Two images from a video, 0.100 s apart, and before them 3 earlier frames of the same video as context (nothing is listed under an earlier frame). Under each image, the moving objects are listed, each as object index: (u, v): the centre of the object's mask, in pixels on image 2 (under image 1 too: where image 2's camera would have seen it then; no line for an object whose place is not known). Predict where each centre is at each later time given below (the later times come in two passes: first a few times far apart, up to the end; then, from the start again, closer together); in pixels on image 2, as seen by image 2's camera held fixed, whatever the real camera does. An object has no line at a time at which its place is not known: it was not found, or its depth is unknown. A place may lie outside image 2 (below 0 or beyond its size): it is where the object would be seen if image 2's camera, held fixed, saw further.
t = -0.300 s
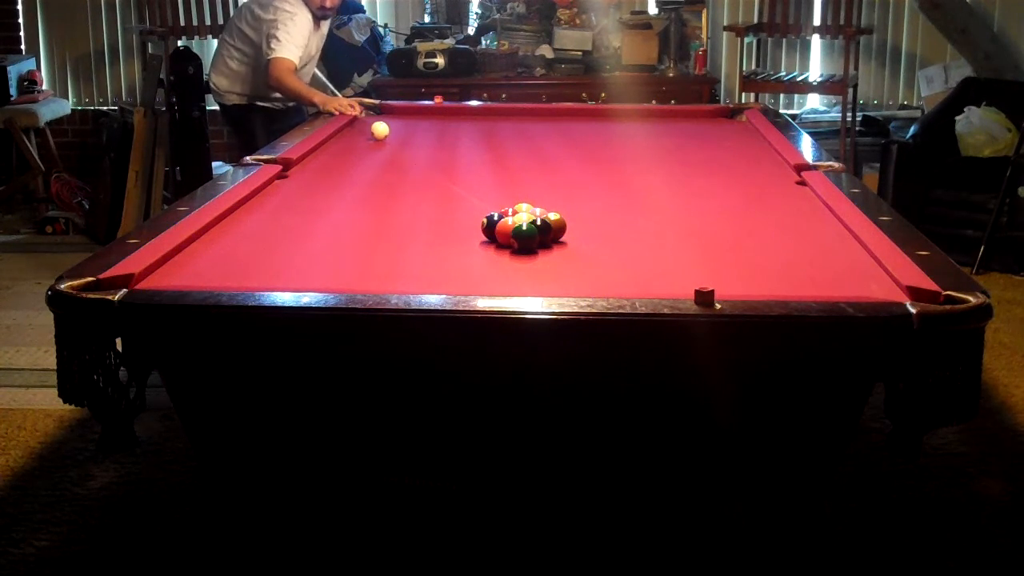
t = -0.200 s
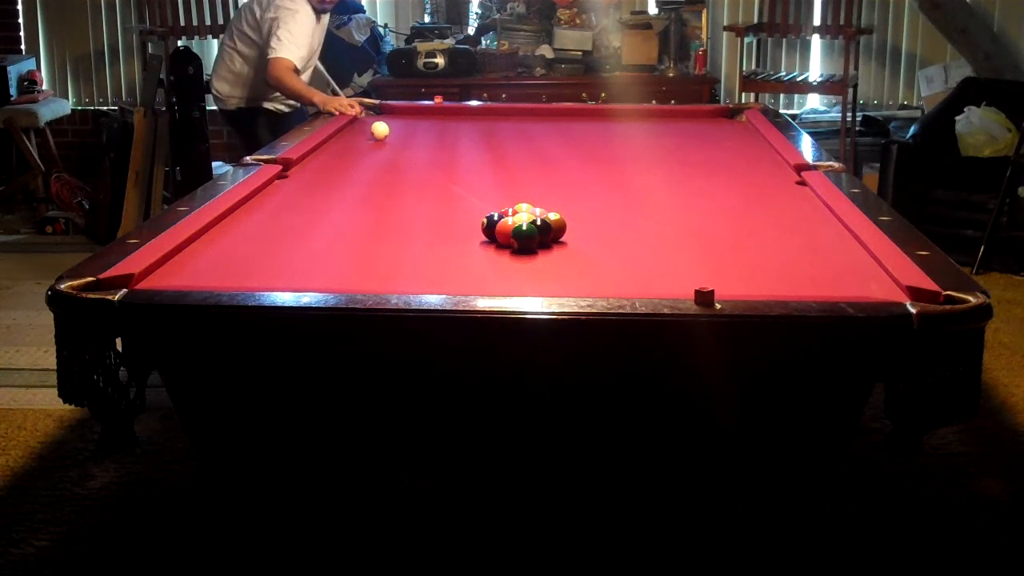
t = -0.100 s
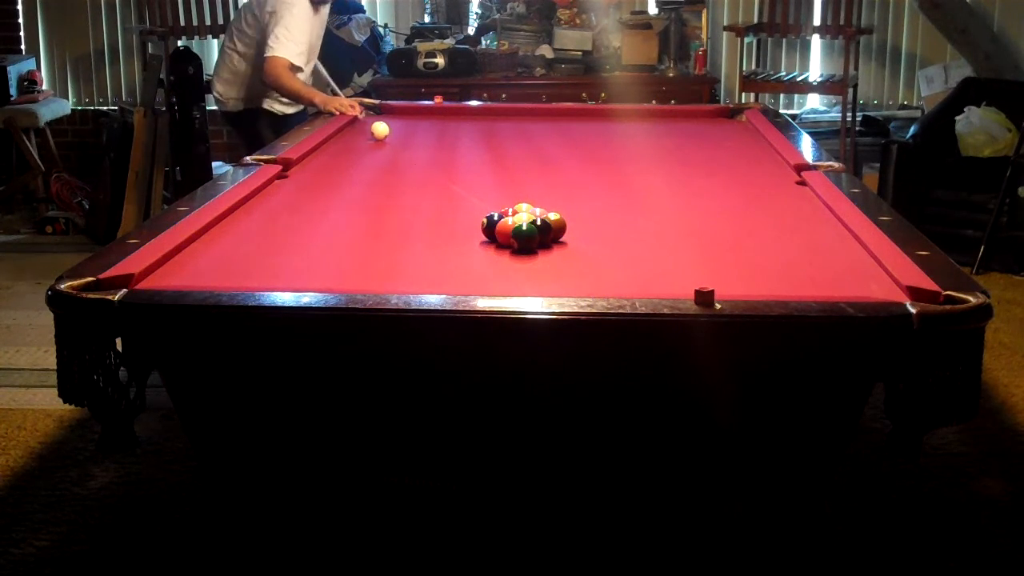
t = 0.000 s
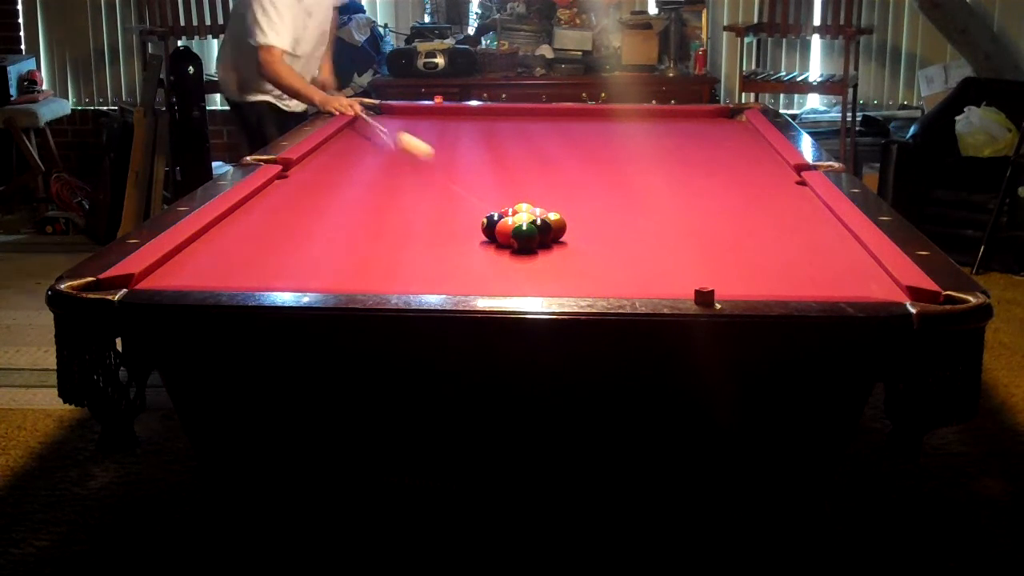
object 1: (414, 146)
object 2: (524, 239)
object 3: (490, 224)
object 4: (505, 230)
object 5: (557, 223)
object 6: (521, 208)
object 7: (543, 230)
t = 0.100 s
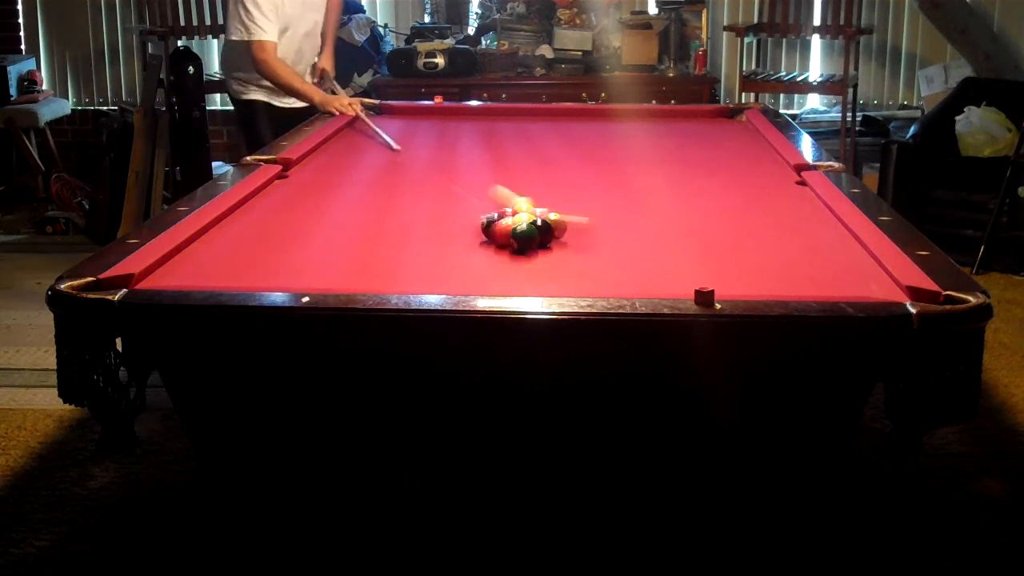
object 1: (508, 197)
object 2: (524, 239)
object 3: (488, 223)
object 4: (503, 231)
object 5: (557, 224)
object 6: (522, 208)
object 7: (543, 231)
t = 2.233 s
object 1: (674, 132)
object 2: (469, 281)
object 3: (641, 167)
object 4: (506, 266)
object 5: (665, 181)
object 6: (577, 158)
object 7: (666, 282)
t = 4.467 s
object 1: (556, 110)
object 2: (468, 281)
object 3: (747, 128)
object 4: (738, 251)
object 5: (739, 184)
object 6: (512, 111)
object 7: (671, 282)
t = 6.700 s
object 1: (542, 112)
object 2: (469, 281)
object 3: (714, 117)
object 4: (766, 249)
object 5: (738, 184)
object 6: (494, 117)
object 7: (671, 282)
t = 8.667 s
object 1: (542, 112)
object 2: (469, 281)
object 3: (714, 117)
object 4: (766, 249)
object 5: (738, 184)
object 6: (494, 118)
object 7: (671, 282)
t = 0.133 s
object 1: (529, 205)
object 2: (506, 245)
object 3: (462, 230)
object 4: (490, 231)
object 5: (559, 218)
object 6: (528, 205)
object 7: (542, 234)
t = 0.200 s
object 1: (552, 200)
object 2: (471, 264)
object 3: (392, 244)
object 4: (458, 247)
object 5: (592, 216)
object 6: (531, 210)
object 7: (548, 238)
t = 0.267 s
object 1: (571, 195)
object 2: (437, 277)
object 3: (322, 257)
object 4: (424, 262)
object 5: (619, 214)
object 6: (536, 210)
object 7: (553, 242)
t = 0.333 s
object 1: (588, 191)
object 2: (431, 279)
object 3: (251, 270)
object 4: (382, 275)
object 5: (647, 212)
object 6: (542, 209)
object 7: (559, 245)
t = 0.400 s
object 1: (605, 188)
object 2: (460, 280)
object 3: (185, 276)
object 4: (311, 276)
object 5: (674, 210)
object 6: (546, 207)
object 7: (565, 249)
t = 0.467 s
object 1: (620, 184)
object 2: (515, 281)
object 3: (159, 271)
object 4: (242, 277)
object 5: (700, 208)
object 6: (551, 205)
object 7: (570, 252)
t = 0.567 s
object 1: (642, 179)
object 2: (528, 281)
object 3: (215, 262)
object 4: (170, 274)
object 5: (739, 204)
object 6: (558, 202)
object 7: (579, 258)
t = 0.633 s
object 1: (656, 176)
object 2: (526, 282)
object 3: (244, 256)
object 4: (156, 275)
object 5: (762, 203)
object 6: (562, 200)
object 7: (585, 262)
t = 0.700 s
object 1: (670, 173)
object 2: (523, 282)
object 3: (273, 249)
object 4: (181, 276)
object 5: (787, 201)
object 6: (566, 199)
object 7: (591, 266)
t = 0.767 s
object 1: (684, 170)
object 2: (519, 282)
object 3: (300, 244)
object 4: (201, 276)
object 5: (808, 199)
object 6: (570, 197)
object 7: (597, 270)
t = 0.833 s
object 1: (697, 167)
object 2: (516, 283)
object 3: (326, 238)
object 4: (218, 277)
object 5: (792, 197)
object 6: (574, 195)
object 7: (603, 273)
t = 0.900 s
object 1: (709, 164)
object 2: (512, 283)
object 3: (351, 233)
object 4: (235, 276)
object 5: (777, 196)
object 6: (578, 194)
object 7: (610, 276)
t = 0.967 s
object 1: (721, 162)
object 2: (508, 283)
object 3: (375, 227)
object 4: (252, 276)
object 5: (762, 194)
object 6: (582, 192)
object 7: (616, 279)
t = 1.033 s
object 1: (732, 159)
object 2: (505, 282)
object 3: (397, 223)
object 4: (267, 275)
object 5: (748, 193)
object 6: (585, 191)
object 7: (623, 281)
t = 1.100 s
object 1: (743, 157)
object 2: (500, 282)
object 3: (420, 218)
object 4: (283, 275)
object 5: (734, 191)
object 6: (589, 189)
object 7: (629, 283)
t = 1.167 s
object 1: (754, 154)
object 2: (497, 282)
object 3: (440, 214)
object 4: (300, 275)
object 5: (721, 190)
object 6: (592, 188)
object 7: (635, 284)
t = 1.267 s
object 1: (765, 151)
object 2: (492, 282)
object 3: (471, 208)
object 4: (321, 274)
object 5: (701, 187)
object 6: (597, 186)
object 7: (639, 284)
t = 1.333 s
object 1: (756, 149)
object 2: (489, 282)
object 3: (489, 203)
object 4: (336, 274)
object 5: (688, 186)
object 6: (600, 185)
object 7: (644, 285)
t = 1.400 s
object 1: (749, 148)
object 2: (486, 282)
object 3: (508, 200)
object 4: (350, 273)
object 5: (676, 185)
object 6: (603, 184)
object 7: (644, 284)
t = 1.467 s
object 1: (742, 146)
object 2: (484, 282)
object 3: (525, 196)
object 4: (364, 273)
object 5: (664, 184)
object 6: (606, 182)
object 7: (647, 284)
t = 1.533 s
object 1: (736, 145)
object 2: (481, 282)
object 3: (542, 192)
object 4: (378, 273)
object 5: (651, 183)
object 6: (609, 181)
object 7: (649, 284)
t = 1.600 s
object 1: (729, 143)
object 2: (479, 282)
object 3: (558, 189)
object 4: (391, 272)
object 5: (639, 182)
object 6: (612, 180)
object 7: (651, 283)
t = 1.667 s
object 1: (723, 142)
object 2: (477, 281)
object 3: (574, 185)
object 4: (405, 272)
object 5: (634, 181)
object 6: (609, 179)
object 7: (653, 283)
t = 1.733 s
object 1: (716, 141)
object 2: (475, 281)
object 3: (588, 182)
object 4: (418, 271)
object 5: (632, 181)
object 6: (606, 176)
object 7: (655, 283)
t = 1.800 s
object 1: (710, 140)
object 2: (474, 281)
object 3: (604, 180)
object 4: (431, 271)
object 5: (630, 181)
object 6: (596, 170)
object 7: (657, 283)
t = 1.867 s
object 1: (704, 138)
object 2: (472, 281)
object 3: (611, 178)
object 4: (443, 270)
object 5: (635, 181)
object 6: (594, 171)
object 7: (659, 283)
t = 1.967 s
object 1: (696, 137)
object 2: (471, 281)
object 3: (619, 175)
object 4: (459, 265)
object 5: (644, 181)
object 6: (590, 168)
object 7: (661, 282)
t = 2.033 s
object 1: (690, 135)
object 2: (471, 281)
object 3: (625, 173)
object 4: (473, 263)
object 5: (649, 181)
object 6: (587, 166)
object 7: (663, 282)
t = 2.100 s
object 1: (685, 134)
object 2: (470, 281)
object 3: (631, 171)
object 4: (485, 265)
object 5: (655, 181)
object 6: (583, 163)
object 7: (664, 282)
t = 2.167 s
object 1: (680, 133)
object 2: (469, 281)
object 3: (636, 169)
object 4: (495, 267)
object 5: (660, 181)
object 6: (580, 161)
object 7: (665, 282)
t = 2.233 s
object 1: (674, 132)
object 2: (469, 281)
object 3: (641, 167)
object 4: (506, 266)
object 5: (665, 181)
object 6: (577, 158)
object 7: (666, 282)
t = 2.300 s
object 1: (669, 131)
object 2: (469, 281)
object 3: (646, 165)
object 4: (517, 265)
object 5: (671, 179)
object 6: (574, 156)
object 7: (667, 282)
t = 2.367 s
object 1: (664, 130)
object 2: (469, 281)
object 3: (651, 164)
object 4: (528, 265)
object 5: (672, 176)
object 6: (571, 154)
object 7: (668, 281)
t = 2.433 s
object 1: (659, 129)
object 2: (468, 281)
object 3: (656, 162)
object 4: (538, 264)
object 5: (676, 181)
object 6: (568, 152)
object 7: (669, 281)
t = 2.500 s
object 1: (654, 128)
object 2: (469, 281)
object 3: (660, 160)
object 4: (548, 263)
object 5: (683, 182)
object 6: (565, 150)
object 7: (670, 281)
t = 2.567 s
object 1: (649, 128)
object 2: (469, 281)
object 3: (665, 159)
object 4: (558, 263)
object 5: (687, 182)
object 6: (563, 148)
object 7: (670, 281)
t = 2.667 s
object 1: (643, 126)
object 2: (469, 281)
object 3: (671, 156)
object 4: (571, 262)
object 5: (693, 182)
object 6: (559, 145)
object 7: (671, 282)
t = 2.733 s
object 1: (638, 125)
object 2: (468, 281)
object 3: (675, 155)
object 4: (580, 261)
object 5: (697, 183)
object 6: (556, 144)
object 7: (671, 282)
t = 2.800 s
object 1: (634, 124)
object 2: (468, 281)
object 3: (679, 153)
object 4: (589, 260)
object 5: (701, 183)
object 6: (554, 142)
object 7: (671, 282)
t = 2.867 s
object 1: (630, 124)
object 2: (469, 281)
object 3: (683, 152)
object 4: (598, 260)
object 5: (704, 183)
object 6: (551, 140)
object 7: (671, 282)
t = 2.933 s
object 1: (626, 123)
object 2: (469, 281)
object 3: (686, 151)
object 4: (606, 260)
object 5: (708, 183)
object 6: (549, 138)
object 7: (671, 282)
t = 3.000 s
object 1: (622, 122)
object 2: (468, 281)
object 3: (690, 150)
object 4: (614, 259)
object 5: (711, 183)
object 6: (547, 137)
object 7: (671, 281)
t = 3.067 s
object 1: (618, 121)
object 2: (468, 281)
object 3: (694, 148)
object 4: (622, 259)
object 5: (714, 183)
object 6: (545, 135)
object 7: (671, 281)
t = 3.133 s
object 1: (615, 121)
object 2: (468, 281)
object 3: (697, 147)
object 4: (630, 258)
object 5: (716, 183)
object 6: (543, 134)
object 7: (671, 282)
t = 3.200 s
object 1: (611, 120)
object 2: (468, 281)
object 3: (700, 146)
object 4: (637, 257)
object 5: (719, 183)
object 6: (541, 132)
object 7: (671, 282)
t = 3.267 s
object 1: (607, 119)
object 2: (468, 281)
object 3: (703, 145)
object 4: (645, 257)
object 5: (722, 183)
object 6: (539, 131)
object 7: (671, 282)
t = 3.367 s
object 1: (602, 119)
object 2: (468, 281)
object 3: (708, 143)
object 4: (655, 256)
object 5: (725, 184)
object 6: (536, 129)
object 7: (671, 282)
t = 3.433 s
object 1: (599, 118)
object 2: (468, 281)
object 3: (711, 142)
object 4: (661, 255)
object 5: (727, 184)
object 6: (534, 127)
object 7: (671, 282)
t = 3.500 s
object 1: (595, 117)
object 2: (468, 281)
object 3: (714, 141)
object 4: (667, 254)
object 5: (729, 184)
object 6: (532, 126)
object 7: (671, 281)
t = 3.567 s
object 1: (592, 116)
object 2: (469, 281)
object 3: (717, 140)
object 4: (674, 254)
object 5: (731, 184)
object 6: (530, 125)
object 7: (671, 281)
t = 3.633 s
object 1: (589, 116)
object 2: (468, 281)
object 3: (719, 139)
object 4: (680, 254)
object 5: (733, 184)
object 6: (529, 124)
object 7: (671, 281)
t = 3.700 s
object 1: (586, 115)
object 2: (468, 281)
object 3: (722, 138)
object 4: (686, 254)
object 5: (734, 184)
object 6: (527, 123)
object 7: (671, 282)
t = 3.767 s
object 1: (583, 115)
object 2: (468, 281)
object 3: (725, 137)
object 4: (692, 254)
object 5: (735, 184)
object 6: (525, 121)
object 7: (671, 282)
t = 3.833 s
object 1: (580, 114)
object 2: (468, 281)
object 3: (727, 136)
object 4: (697, 253)
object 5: (736, 184)
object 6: (524, 120)
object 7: (671, 282)
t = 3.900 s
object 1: (577, 114)
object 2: (468, 281)
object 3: (730, 135)
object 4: (702, 253)
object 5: (737, 184)
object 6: (523, 119)
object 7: (671, 282)
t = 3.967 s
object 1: (575, 113)
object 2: (468, 281)
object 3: (732, 134)
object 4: (707, 253)
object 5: (738, 184)
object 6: (521, 118)
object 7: (671, 281)
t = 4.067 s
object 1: (571, 113)
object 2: (468, 281)
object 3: (735, 133)
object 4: (714, 252)
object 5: (739, 184)
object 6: (519, 117)
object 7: (671, 281)
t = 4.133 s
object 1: (568, 112)
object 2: (468, 281)
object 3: (737, 132)
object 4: (719, 252)
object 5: (739, 183)
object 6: (518, 116)
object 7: (671, 281)
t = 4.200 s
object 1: (566, 112)
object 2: (469, 281)
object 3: (740, 131)
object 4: (723, 252)
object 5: (739, 184)
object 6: (517, 115)
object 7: (671, 281)
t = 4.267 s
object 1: (563, 111)
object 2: (468, 281)
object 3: (741, 130)
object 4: (727, 251)
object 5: (739, 184)
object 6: (516, 114)
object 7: (671, 281)
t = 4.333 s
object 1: (561, 111)
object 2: (469, 281)
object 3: (743, 130)
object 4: (731, 251)
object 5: (739, 183)
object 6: (514, 113)
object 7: (671, 281)
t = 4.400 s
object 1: (559, 110)
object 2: (468, 281)
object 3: (745, 129)
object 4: (735, 251)
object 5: (739, 184)
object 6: (513, 112)
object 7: (671, 281)
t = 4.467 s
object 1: (556, 110)
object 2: (468, 281)
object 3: (747, 128)
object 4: (738, 251)
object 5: (739, 184)
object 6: (512, 111)
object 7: (671, 282)
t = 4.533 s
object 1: (554, 110)
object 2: (468, 281)
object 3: (745, 127)
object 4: (741, 250)
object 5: (739, 184)
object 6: (511, 110)
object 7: (671, 282)
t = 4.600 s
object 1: (553, 110)
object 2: (468, 281)
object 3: (744, 127)
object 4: (744, 250)
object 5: (739, 184)
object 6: (510, 110)
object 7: (671, 282)
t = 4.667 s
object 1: (552, 110)
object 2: (468, 281)
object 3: (742, 126)
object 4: (747, 250)
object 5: (739, 184)
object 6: (509, 109)
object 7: (671, 281)
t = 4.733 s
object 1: (551, 110)
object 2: (468, 281)
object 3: (741, 125)
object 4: (750, 250)
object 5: (738, 184)
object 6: (508, 109)
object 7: (671, 281)
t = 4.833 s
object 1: (549, 111)
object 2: (468, 281)
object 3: (739, 125)
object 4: (753, 250)
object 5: (738, 184)
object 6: (507, 110)
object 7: (671, 282)
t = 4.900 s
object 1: (548, 111)
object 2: (468, 281)
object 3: (737, 124)
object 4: (756, 250)
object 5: (738, 184)
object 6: (506, 110)
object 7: (671, 282)
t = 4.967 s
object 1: (547, 111)
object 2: (468, 281)
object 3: (736, 123)
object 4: (758, 250)
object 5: (738, 184)
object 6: (505, 110)
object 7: (671, 282)
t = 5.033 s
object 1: (546, 111)
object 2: (468, 281)
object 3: (734, 123)
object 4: (759, 250)
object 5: (738, 184)
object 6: (504, 111)
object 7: (671, 281)
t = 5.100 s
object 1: (546, 111)
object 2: (468, 281)
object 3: (733, 123)
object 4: (761, 250)
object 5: (738, 184)
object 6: (503, 112)
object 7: (671, 281)
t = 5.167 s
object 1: (545, 111)
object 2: (468, 281)
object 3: (731, 123)
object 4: (762, 249)
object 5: (738, 184)
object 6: (502, 112)
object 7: (671, 282)
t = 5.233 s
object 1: (544, 111)
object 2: (468, 281)
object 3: (730, 122)
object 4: (763, 249)
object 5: (738, 184)
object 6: (501, 112)
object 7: (671, 282)
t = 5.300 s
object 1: (544, 111)
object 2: (468, 281)
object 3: (729, 122)
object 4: (764, 249)
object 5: (738, 184)
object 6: (501, 113)
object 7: (671, 282)
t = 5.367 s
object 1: (543, 111)
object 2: (468, 281)
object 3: (727, 122)
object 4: (765, 249)
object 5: (738, 184)
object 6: (500, 113)
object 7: (671, 281)
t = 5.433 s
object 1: (543, 112)
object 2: (468, 281)
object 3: (726, 121)
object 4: (765, 249)
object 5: (738, 184)
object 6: (499, 113)
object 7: (671, 281)
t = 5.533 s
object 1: (542, 112)
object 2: (468, 281)
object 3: (725, 121)
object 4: (766, 249)
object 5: (738, 184)
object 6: (498, 114)
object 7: (671, 281)
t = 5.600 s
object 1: (542, 112)
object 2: (469, 281)
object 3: (724, 121)
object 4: (766, 249)
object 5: (738, 184)
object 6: (498, 114)
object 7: (671, 282)
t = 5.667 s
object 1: (542, 112)
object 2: (468, 281)
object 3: (723, 120)
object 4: (766, 249)
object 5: (738, 184)
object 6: (497, 114)
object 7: (671, 281)
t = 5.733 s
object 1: (542, 112)
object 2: (468, 281)
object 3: (722, 120)
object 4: (766, 249)
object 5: (738, 184)
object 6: (496, 115)
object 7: (671, 282)
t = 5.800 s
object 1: (542, 112)
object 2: (468, 281)
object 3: (721, 120)
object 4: (766, 249)
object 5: (738, 184)
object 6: (496, 115)
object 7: (671, 282)
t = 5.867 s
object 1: (542, 112)
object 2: (468, 281)
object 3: (721, 119)
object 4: (766, 249)
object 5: (738, 184)
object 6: (496, 115)
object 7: (671, 282)
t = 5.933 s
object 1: (542, 112)
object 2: (468, 281)
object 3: (720, 119)
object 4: (766, 249)
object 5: (738, 184)
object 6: (495, 116)
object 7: (671, 282)
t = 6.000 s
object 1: (542, 112)
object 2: (468, 281)
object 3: (719, 119)
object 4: (766, 249)
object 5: (738, 184)
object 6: (495, 116)
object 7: (671, 282)
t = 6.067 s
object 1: (542, 112)
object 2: (469, 282)
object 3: (719, 118)
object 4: (766, 249)
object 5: (738, 184)
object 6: (495, 116)
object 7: (671, 282)
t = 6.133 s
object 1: (542, 112)
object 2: (469, 281)
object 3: (718, 119)
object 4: (766, 249)
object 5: (738, 184)
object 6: (494, 116)
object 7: (671, 282)
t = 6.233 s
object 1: (542, 112)
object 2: (469, 281)
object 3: (717, 118)
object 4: (766, 249)
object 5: (738, 184)
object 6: (494, 117)
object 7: (671, 282)
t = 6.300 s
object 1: (542, 112)
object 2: (469, 281)
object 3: (716, 118)
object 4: (766, 249)
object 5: (738, 184)
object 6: (494, 117)
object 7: (671, 282)
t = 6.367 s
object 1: (542, 112)
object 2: (469, 281)
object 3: (716, 118)
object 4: (766, 249)
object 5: (738, 184)
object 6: (494, 117)
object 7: (671, 282)
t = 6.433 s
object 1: (542, 112)
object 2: (469, 281)
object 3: (716, 118)
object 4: (766, 249)
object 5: (738, 184)
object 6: (494, 117)
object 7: (671, 282)
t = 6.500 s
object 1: (542, 112)
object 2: (469, 281)
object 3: (715, 118)
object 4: (767, 249)
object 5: (738, 184)
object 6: (494, 117)
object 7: (671, 282)
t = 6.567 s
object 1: (542, 112)
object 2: (469, 281)
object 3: (715, 118)
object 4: (767, 248)
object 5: (738, 184)
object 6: (494, 117)
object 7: (671, 282)
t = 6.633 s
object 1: (542, 112)
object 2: (469, 281)
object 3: (714, 118)
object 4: (767, 248)
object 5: (738, 184)
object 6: (494, 117)
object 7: (671, 282)
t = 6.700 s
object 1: (542, 112)
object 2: (469, 281)
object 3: (714, 117)
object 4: (766, 249)
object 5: (738, 184)
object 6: (494, 117)
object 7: (671, 282)
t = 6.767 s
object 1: (542, 112)
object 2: (469, 281)
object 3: (714, 117)
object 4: (767, 248)
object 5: (738, 184)
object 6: (494, 117)
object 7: (671, 282)
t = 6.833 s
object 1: (542, 112)
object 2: (469, 281)
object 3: (714, 117)
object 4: (766, 249)
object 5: (738, 184)
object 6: (494, 117)
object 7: (671, 282)
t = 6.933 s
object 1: (542, 112)
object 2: (469, 281)
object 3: (714, 118)
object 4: (767, 248)
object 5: (738, 184)
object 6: (494, 117)
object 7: (671, 282)
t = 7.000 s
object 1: (542, 112)
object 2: (469, 281)
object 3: (714, 117)
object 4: (766, 249)
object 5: (738, 184)
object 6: (494, 118)
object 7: (671, 281)
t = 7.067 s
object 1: (542, 112)
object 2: (469, 281)
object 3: (714, 117)
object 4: (766, 249)
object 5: (738, 184)
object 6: (494, 118)
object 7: (671, 282)
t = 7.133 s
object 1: (542, 112)
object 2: (469, 281)
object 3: (714, 118)
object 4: (766, 248)
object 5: (738, 184)
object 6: (494, 118)
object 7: (671, 282)
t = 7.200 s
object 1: (542, 112)
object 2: (469, 281)
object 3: (714, 117)
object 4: (766, 248)
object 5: (738, 184)
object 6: (494, 118)
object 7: (671, 282)
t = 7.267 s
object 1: (542, 112)
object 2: (469, 281)
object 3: (714, 118)
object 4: (767, 249)
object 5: (738, 184)
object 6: (494, 118)
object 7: (671, 281)
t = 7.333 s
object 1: (542, 112)
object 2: (469, 281)
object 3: (714, 117)
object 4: (766, 249)
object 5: (738, 184)
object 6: (494, 118)
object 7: (671, 281)
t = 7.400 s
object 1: (542, 112)
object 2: (469, 281)
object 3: (714, 118)
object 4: (766, 248)
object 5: (738, 184)
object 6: (494, 118)
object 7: (671, 282)
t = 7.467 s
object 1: (542, 112)
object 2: (469, 281)
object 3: (714, 117)
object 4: (766, 249)
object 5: (738, 184)
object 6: (494, 118)
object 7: (671, 282)
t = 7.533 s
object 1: (542, 112)
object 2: (469, 281)
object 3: (714, 117)
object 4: (766, 249)
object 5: (738, 184)
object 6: (494, 118)
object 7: (671, 282)
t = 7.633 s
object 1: (542, 112)
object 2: (469, 281)
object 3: (714, 117)
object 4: (766, 249)
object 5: (738, 184)
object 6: (494, 118)
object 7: (671, 281)
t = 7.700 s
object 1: (542, 112)
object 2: (468, 281)
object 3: (714, 117)
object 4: (766, 249)
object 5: (738, 184)
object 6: (494, 118)
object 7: (671, 281)
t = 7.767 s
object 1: (542, 112)
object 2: (469, 281)
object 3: (714, 117)
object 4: (766, 249)
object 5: (738, 184)
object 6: (494, 118)
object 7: (671, 282)
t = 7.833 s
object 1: (542, 112)
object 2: (469, 281)
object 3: (714, 117)
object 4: (766, 249)
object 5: (738, 184)
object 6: (494, 118)
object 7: (671, 281)
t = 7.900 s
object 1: (542, 112)
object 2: (469, 281)
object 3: (714, 117)
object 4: (766, 249)
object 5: (738, 184)
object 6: (494, 118)
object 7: (671, 282)
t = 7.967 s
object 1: (542, 112)
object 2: (469, 281)
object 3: (714, 117)
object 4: (766, 249)
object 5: (738, 184)
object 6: (494, 118)
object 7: (671, 282)
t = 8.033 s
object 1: (542, 112)
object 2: (469, 281)
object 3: (714, 117)
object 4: (766, 249)
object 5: (738, 184)
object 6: (494, 118)
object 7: (671, 282)
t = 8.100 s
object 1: (542, 112)
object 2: (468, 281)
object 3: (714, 117)
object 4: (766, 249)
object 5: (738, 184)
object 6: (494, 117)
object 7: (671, 282)
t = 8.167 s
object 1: (542, 112)
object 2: (468, 281)
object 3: (714, 117)
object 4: (766, 249)
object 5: (738, 184)
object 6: (494, 118)
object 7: (671, 282)
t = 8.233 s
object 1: (542, 112)
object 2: (468, 281)
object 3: (714, 117)
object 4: (766, 249)
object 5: (738, 184)
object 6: (494, 118)
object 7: (671, 282)
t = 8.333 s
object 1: (542, 112)
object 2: (468, 281)
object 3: (714, 117)
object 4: (766, 249)
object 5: (738, 184)
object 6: (494, 118)
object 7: (671, 282)
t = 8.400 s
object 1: (542, 112)
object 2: (469, 281)
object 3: (714, 117)
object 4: (766, 249)
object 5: (738, 184)
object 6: (494, 118)
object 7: (671, 282)
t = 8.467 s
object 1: (542, 112)
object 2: (469, 281)
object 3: (714, 117)
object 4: (766, 249)
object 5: (738, 184)
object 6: (494, 118)
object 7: (671, 282)
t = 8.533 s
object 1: (542, 112)
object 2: (469, 281)
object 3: (714, 117)
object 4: (766, 249)
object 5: (738, 184)
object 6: (494, 118)
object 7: (671, 282)
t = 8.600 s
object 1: (542, 112)
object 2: (469, 281)
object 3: (714, 117)
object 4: (766, 249)
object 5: (738, 184)
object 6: (494, 118)
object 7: (671, 282)
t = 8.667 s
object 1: (542, 112)
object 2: (469, 281)
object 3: (714, 117)
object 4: (766, 249)
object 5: (738, 184)
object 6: (494, 118)
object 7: (671, 282)
